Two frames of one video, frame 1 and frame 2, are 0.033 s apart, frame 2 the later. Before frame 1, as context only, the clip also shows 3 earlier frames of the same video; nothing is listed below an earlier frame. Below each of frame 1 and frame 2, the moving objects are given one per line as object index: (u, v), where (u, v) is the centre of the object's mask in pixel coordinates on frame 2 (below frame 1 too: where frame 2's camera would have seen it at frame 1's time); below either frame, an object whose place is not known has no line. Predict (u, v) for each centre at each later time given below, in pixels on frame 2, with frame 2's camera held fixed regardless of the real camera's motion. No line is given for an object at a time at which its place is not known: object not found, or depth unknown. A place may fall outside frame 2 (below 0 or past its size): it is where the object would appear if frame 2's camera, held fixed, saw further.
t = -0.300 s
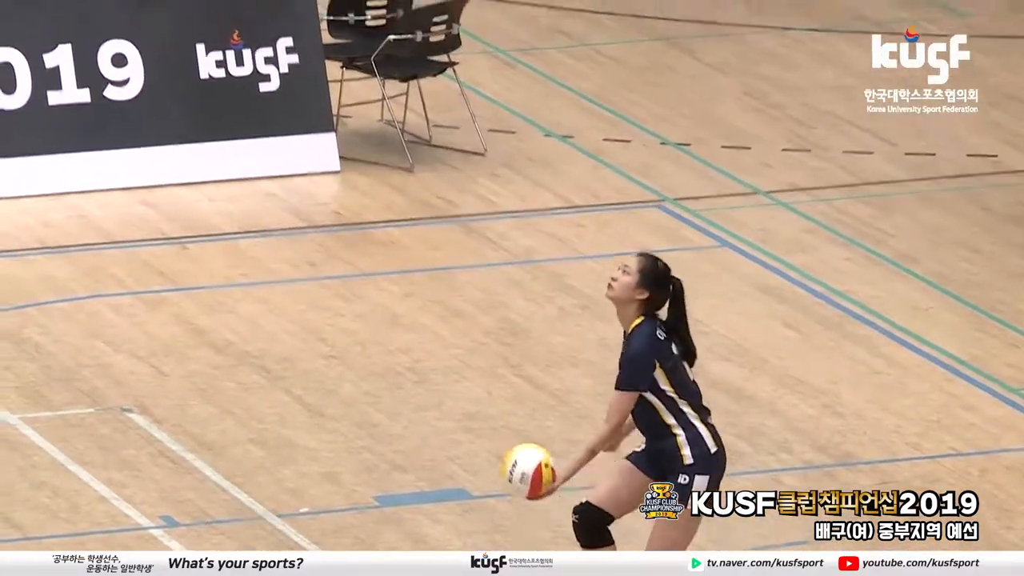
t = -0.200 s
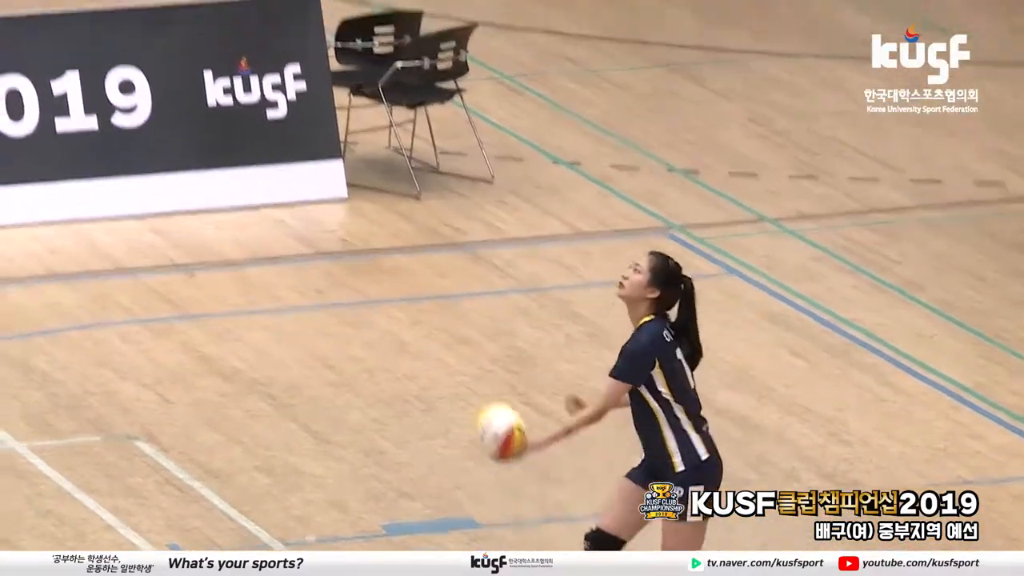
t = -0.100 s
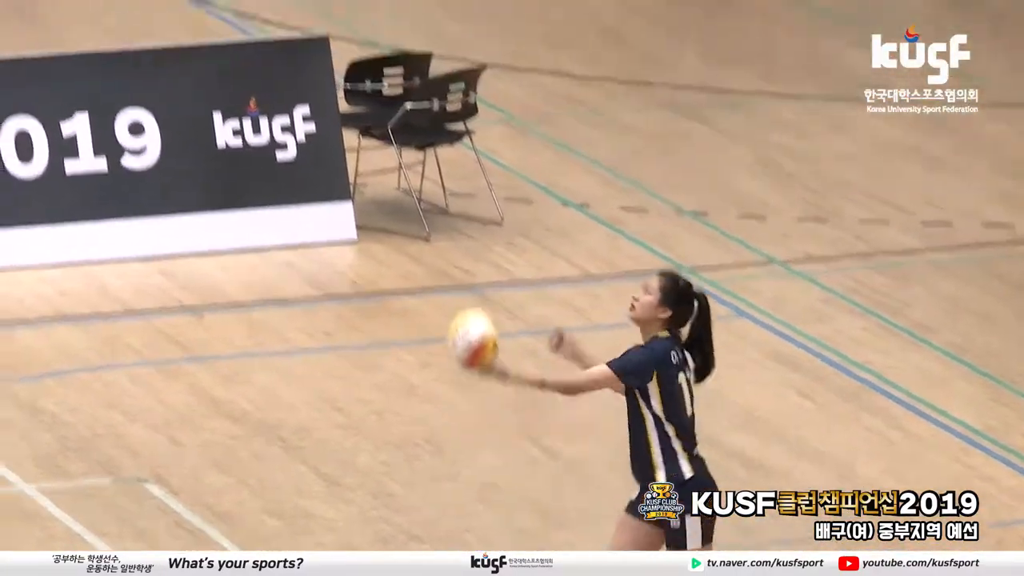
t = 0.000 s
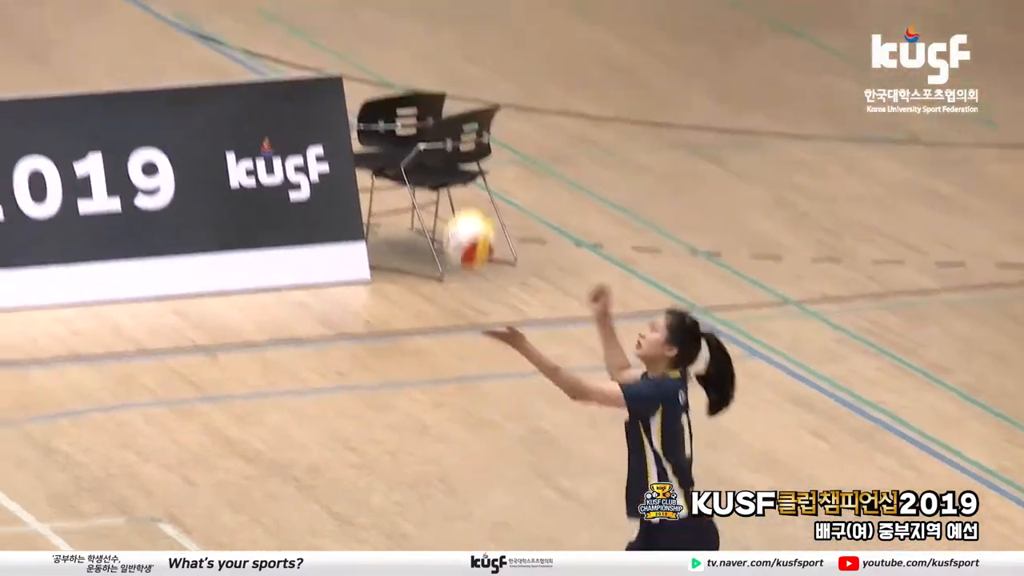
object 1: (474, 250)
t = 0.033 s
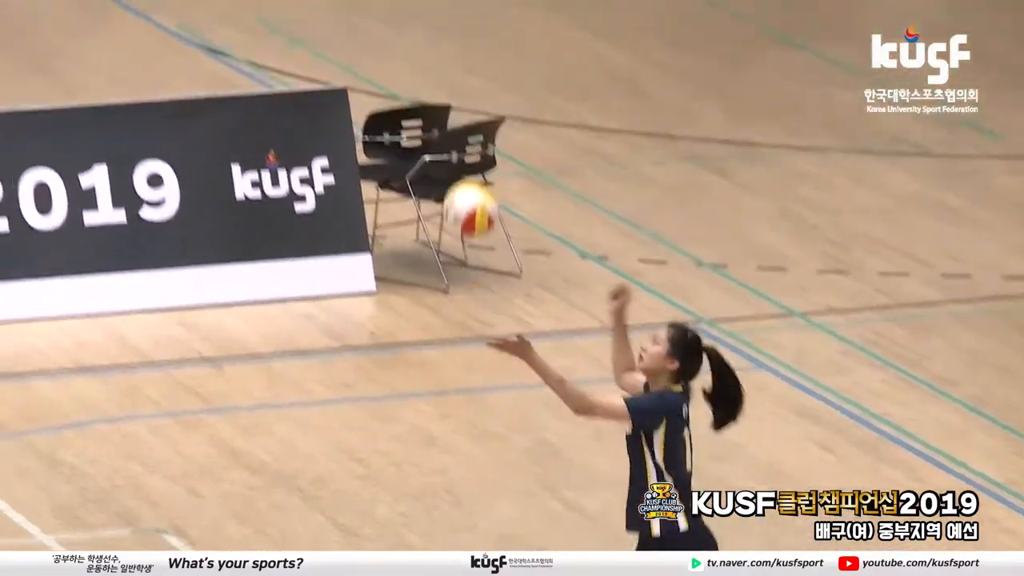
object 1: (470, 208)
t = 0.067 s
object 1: (465, 171)
